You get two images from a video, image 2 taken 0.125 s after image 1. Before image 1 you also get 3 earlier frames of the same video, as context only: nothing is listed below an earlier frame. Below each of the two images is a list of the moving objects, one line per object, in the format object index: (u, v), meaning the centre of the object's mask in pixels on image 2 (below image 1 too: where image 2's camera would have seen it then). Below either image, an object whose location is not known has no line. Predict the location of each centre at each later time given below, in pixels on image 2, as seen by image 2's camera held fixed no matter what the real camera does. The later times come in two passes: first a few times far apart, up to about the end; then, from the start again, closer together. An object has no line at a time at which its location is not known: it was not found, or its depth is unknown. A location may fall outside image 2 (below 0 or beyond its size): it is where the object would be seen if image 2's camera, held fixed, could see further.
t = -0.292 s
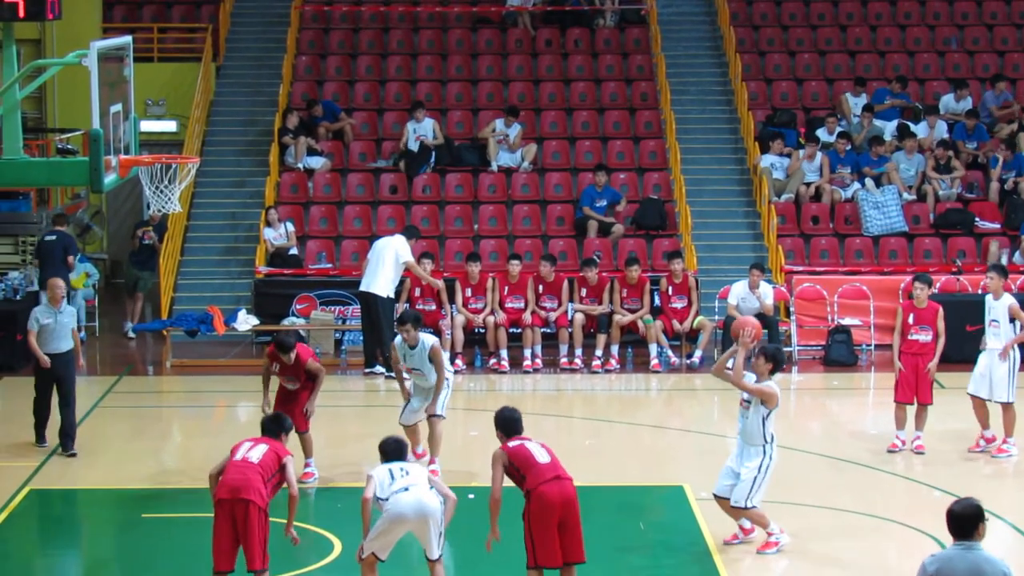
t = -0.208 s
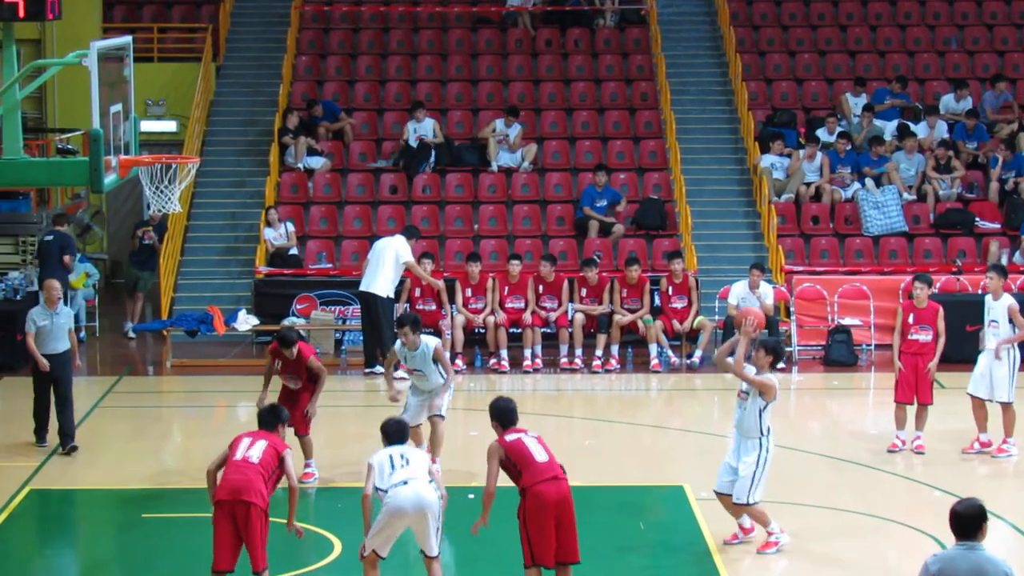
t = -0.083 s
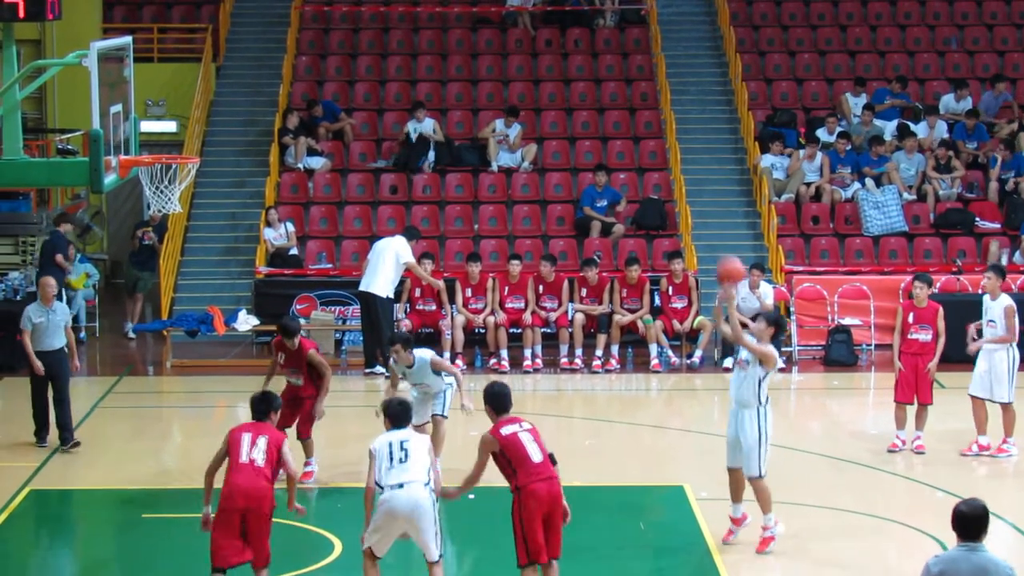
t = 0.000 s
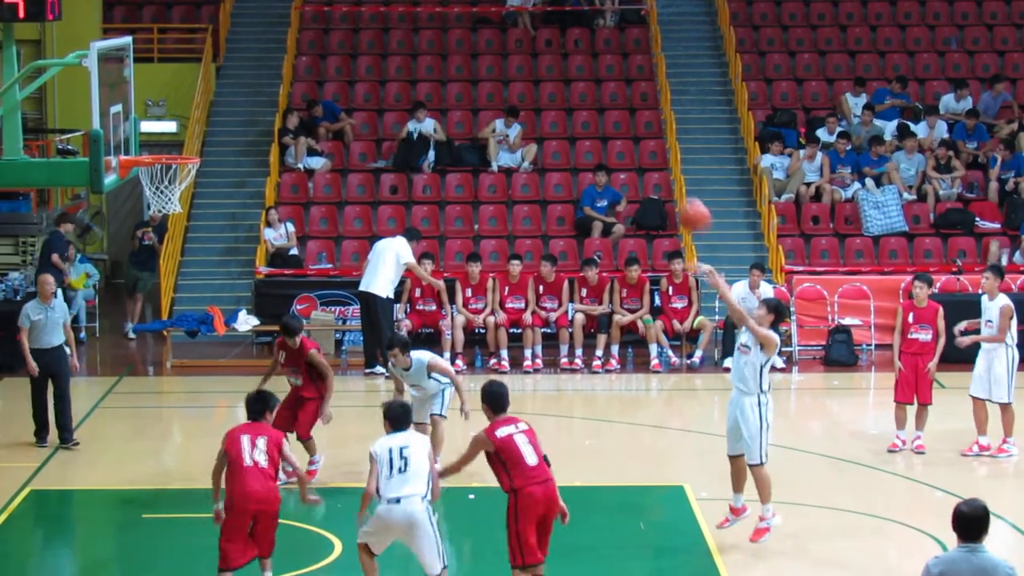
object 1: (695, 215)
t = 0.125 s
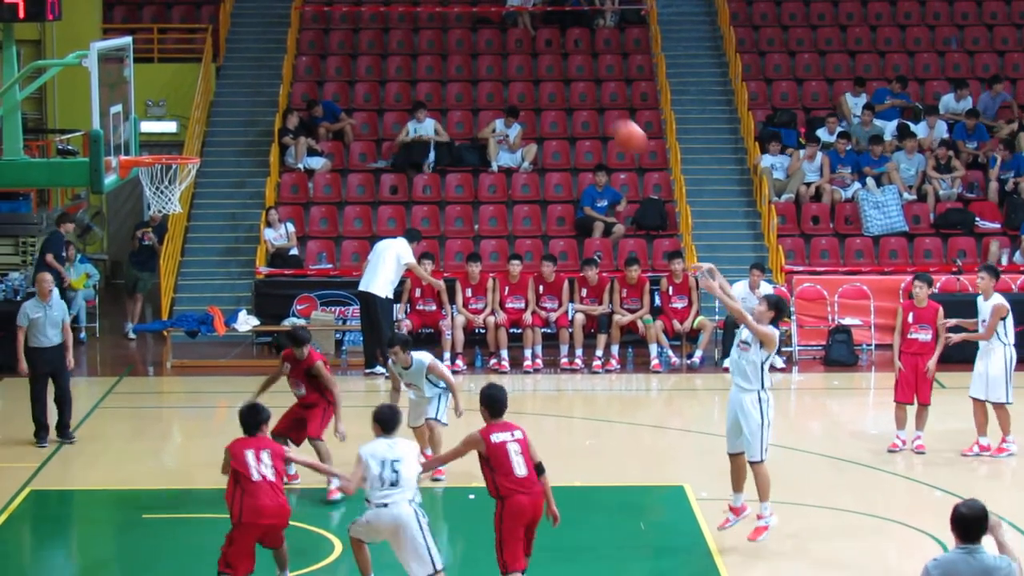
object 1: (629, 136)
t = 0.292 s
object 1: (542, 62)
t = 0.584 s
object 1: (390, 14)
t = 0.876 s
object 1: (239, 70)
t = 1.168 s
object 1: (195, 174)
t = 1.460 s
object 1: (179, 218)
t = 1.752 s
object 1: (149, 348)
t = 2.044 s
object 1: (121, 513)
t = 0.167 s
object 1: (607, 114)
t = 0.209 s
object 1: (586, 95)
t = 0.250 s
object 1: (564, 78)
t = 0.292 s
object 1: (542, 62)
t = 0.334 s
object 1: (520, 49)
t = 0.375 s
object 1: (497, 38)
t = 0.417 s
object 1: (476, 28)
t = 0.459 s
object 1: (455, 21)
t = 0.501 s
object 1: (433, 16)
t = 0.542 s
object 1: (411, 14)
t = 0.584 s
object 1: (390, 14)
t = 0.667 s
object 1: (347, 17)
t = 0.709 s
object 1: (325, 23)
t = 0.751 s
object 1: (305, 32)
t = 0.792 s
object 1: (282, 41)
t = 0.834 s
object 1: (262, 55)
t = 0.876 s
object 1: (239, 70)
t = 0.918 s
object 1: (220, 86)
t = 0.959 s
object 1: (197, 106)
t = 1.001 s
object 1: (177, 128)
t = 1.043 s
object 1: (155, 149)
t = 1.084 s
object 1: (166, 160)
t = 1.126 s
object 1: (190, 175)
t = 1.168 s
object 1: (195, 174)
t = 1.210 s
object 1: (197, 172)
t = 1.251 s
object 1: (196, 170)
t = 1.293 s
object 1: (191, 180)
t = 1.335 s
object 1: (187, 187)
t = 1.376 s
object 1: (186, 193)
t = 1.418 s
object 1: (185, 204)
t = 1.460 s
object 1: (179, 218)
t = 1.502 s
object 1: (172, 225)
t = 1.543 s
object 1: (169, 238)
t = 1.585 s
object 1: (164, 256)
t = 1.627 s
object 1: (160, 276)
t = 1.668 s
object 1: (156, 297)
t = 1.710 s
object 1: (153, 322)
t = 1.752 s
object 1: (149, 348)
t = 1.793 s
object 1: (144, 375)
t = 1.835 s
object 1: (140, 407)
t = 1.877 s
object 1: (137, 441)
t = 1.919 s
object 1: (133, 474)
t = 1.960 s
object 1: (130, 514)
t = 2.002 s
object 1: (125, 541)
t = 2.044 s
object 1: (121, 513)
